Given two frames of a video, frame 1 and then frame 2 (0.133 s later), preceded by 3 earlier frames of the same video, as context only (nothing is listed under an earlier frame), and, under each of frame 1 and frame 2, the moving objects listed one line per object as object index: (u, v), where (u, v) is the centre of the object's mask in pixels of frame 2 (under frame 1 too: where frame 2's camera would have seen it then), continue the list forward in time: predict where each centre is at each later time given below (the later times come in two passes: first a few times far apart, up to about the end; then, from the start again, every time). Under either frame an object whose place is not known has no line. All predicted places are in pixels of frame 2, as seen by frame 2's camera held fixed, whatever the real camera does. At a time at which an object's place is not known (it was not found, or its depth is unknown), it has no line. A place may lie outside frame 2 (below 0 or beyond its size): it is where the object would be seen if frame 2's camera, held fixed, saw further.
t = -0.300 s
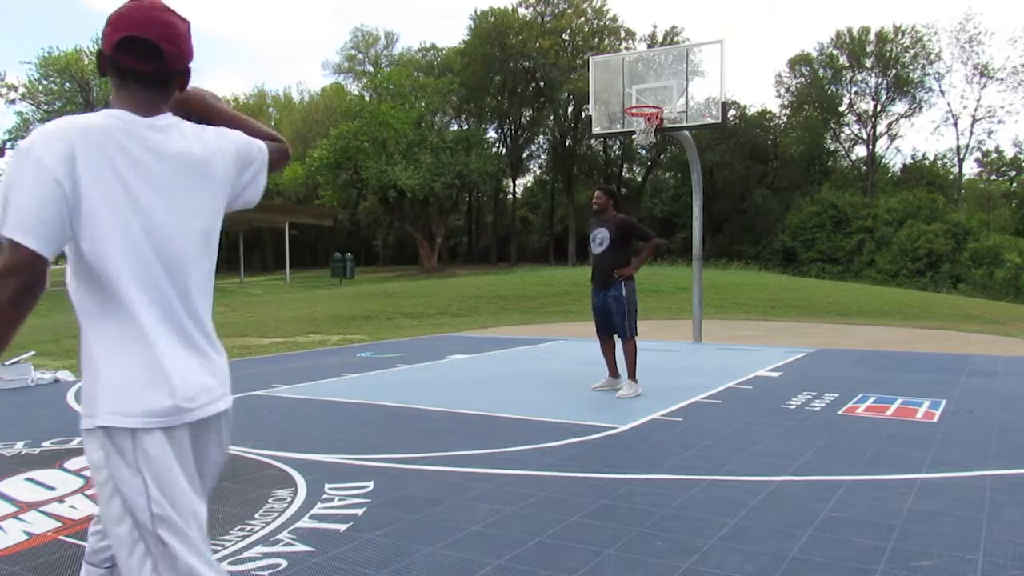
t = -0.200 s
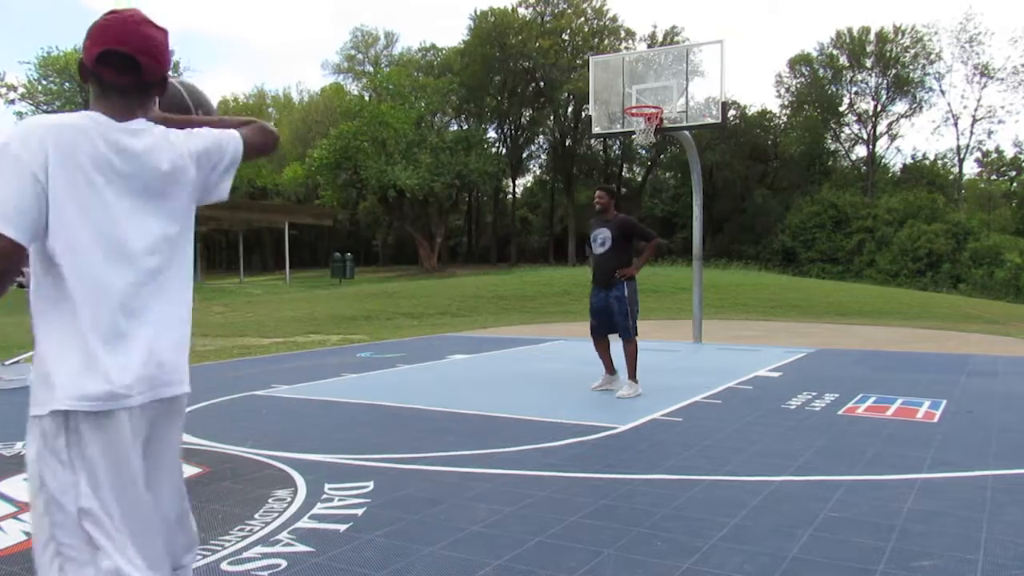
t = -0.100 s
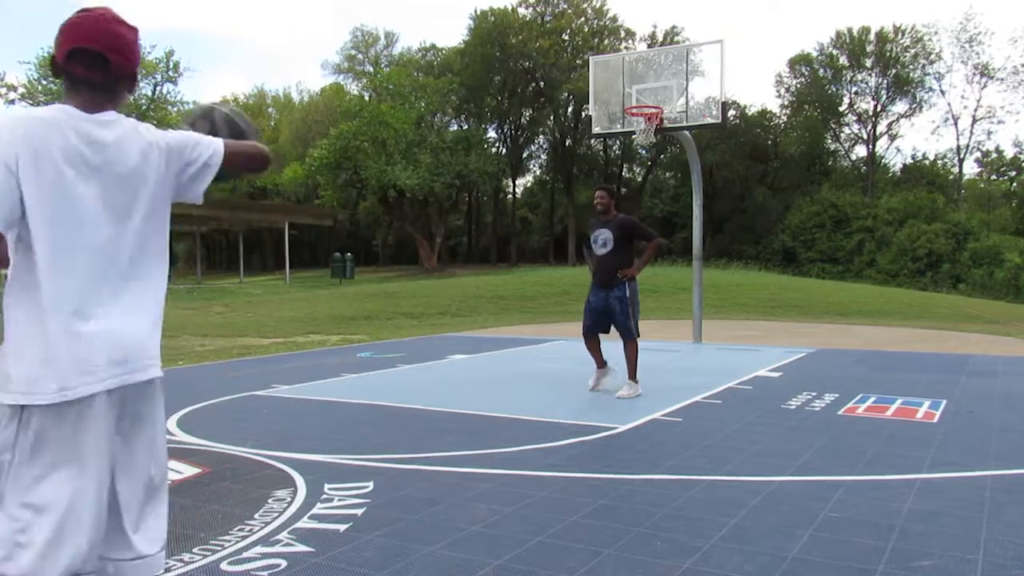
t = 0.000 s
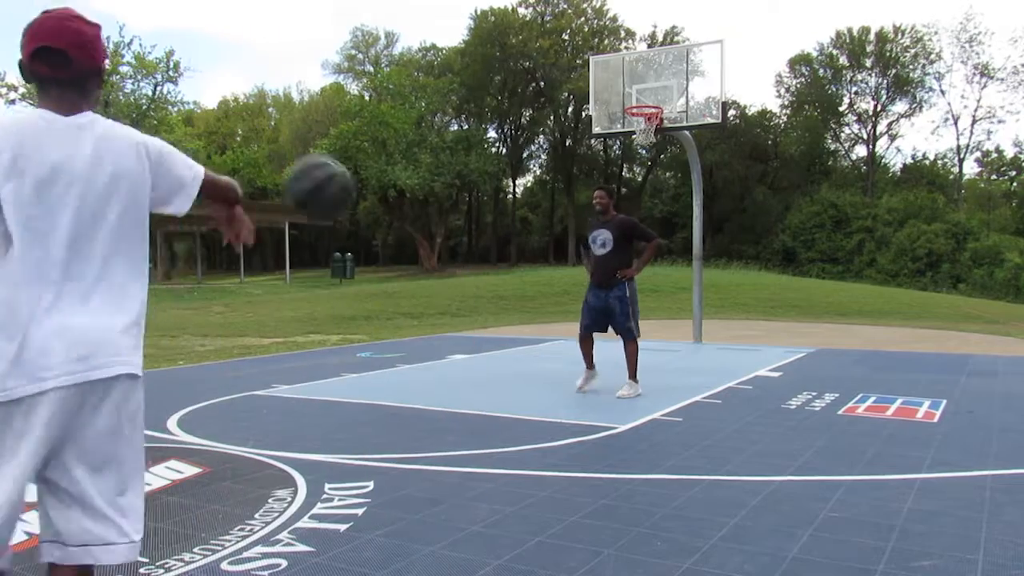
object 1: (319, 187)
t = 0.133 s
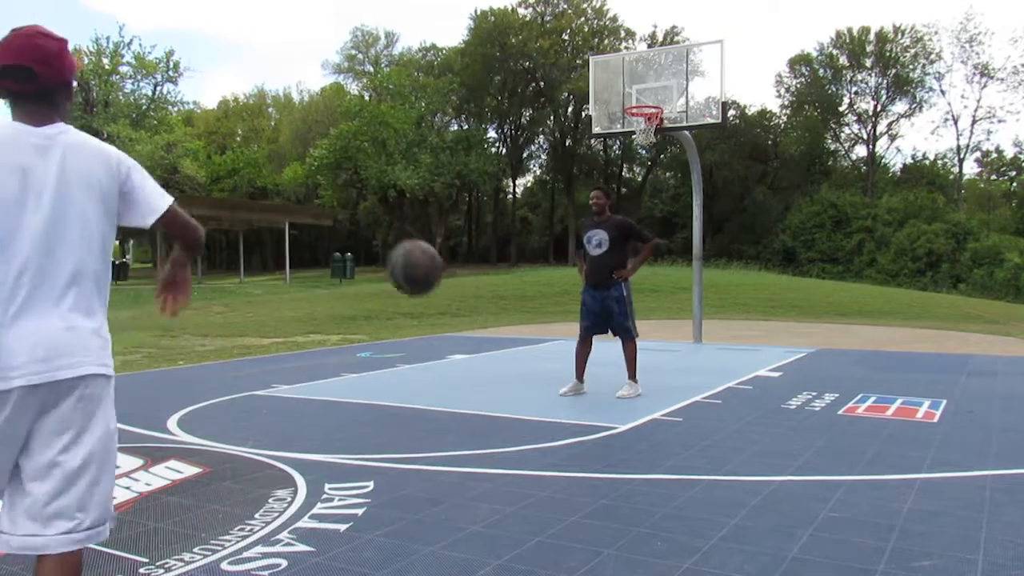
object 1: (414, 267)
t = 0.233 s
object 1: (466, 334)
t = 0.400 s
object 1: (528, 427)
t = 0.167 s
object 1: (433, 289)
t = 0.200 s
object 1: (450, 311)
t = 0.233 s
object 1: (466, 334)
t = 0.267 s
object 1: (481, 357)
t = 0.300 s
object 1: (495, 380)
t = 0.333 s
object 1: (507, 403)
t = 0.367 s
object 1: (519, 427)
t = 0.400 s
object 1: (528, 427)
